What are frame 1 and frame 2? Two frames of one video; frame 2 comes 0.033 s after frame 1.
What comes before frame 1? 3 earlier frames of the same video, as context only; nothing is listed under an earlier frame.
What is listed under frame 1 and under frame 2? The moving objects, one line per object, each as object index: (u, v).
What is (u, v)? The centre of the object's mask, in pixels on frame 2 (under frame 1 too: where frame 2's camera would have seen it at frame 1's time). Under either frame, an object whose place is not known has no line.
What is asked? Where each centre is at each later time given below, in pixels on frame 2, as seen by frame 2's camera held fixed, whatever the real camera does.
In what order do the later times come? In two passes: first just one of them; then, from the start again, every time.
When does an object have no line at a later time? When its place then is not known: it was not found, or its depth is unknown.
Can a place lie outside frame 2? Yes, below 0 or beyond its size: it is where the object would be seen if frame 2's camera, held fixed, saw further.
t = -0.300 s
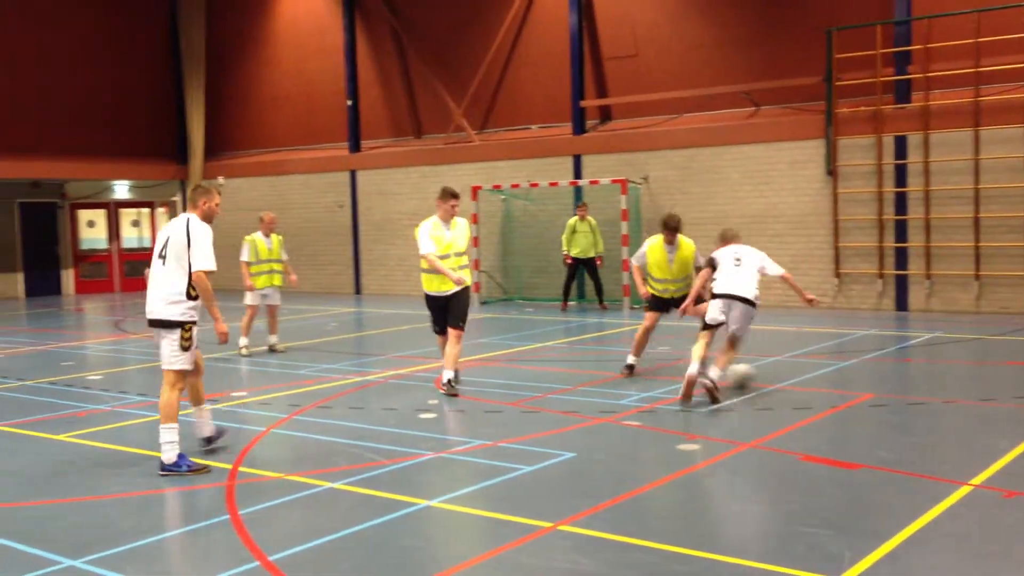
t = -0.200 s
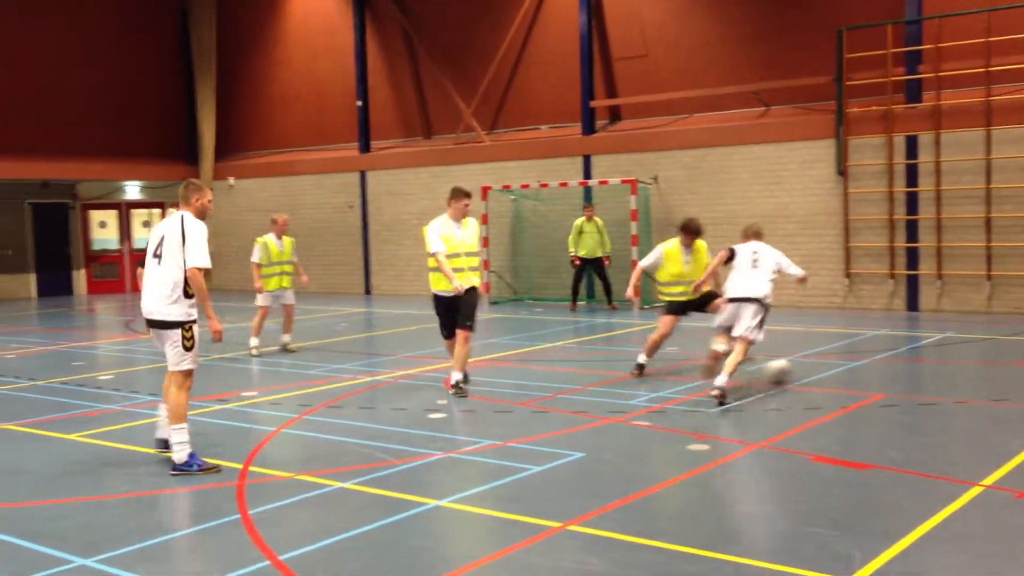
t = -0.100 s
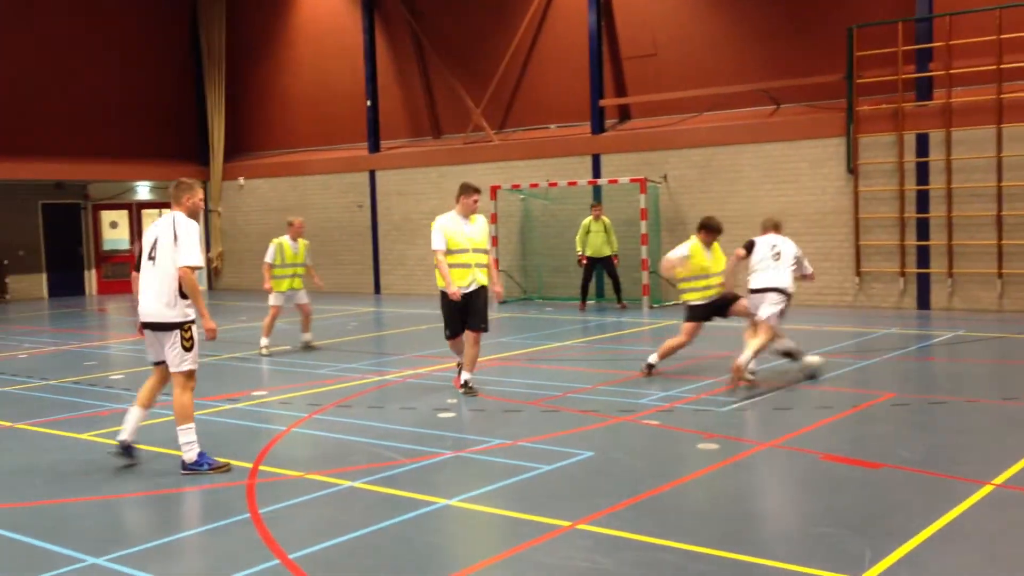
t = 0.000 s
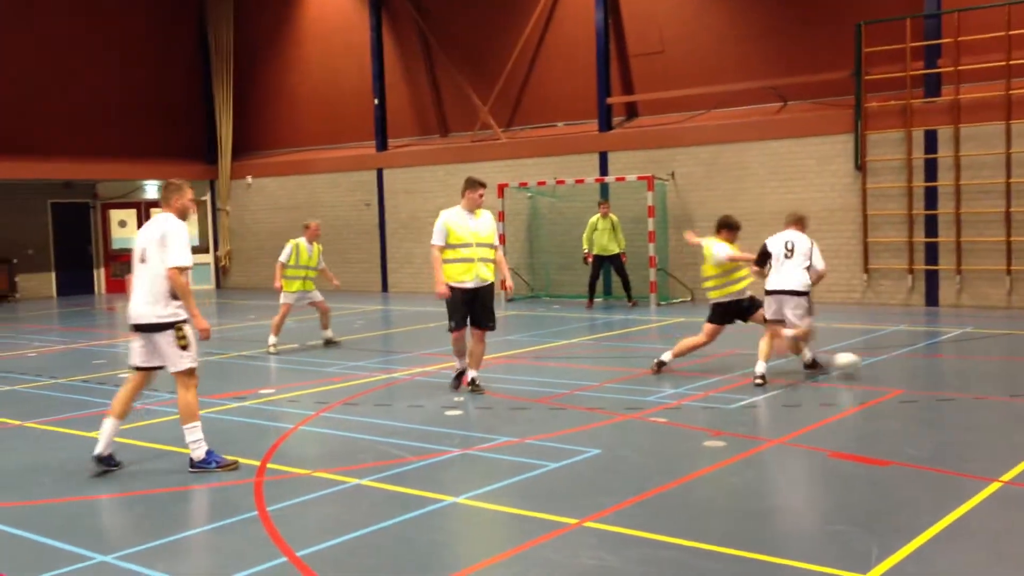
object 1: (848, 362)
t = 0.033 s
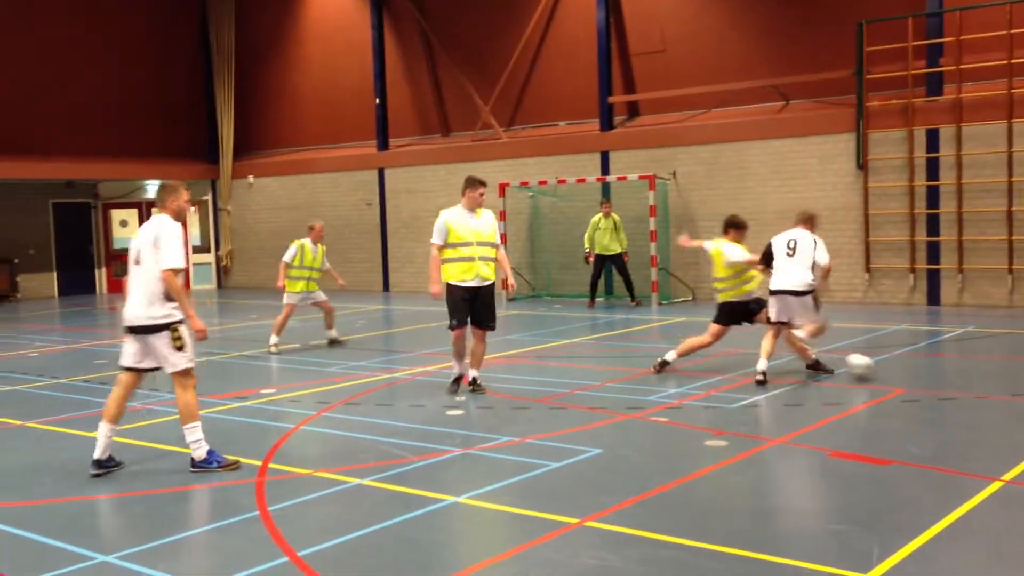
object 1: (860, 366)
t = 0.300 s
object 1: (948, 385)
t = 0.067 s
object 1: (871, 370)
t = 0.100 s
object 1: (882, 372)
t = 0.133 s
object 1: (894, 375)
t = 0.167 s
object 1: (904, 377)
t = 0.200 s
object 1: (916, 380)
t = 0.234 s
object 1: (927, 380)
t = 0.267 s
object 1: (937, 383)
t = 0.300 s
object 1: (948, 385)
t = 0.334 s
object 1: (959, 387)
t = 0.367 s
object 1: (970, 389)
